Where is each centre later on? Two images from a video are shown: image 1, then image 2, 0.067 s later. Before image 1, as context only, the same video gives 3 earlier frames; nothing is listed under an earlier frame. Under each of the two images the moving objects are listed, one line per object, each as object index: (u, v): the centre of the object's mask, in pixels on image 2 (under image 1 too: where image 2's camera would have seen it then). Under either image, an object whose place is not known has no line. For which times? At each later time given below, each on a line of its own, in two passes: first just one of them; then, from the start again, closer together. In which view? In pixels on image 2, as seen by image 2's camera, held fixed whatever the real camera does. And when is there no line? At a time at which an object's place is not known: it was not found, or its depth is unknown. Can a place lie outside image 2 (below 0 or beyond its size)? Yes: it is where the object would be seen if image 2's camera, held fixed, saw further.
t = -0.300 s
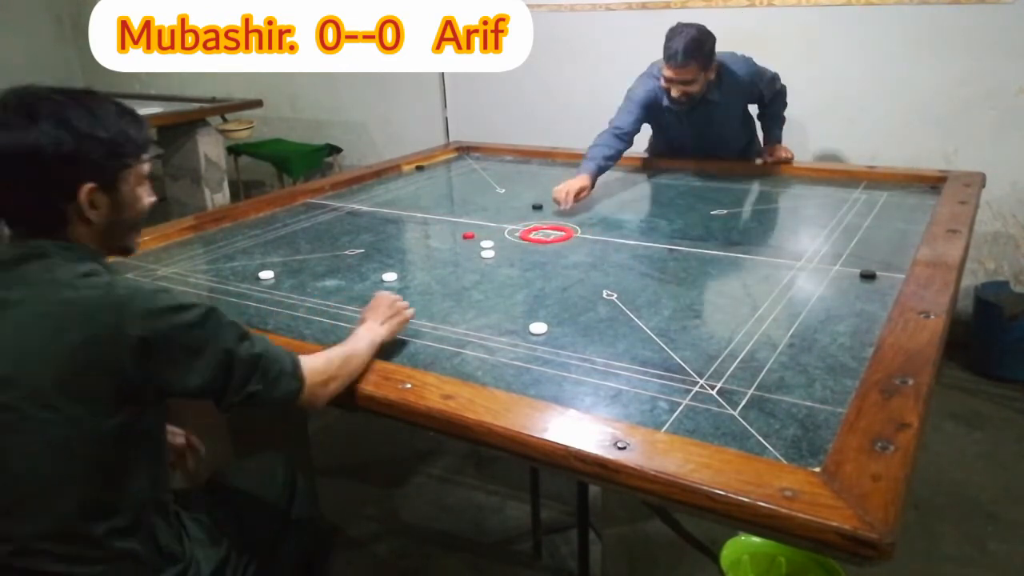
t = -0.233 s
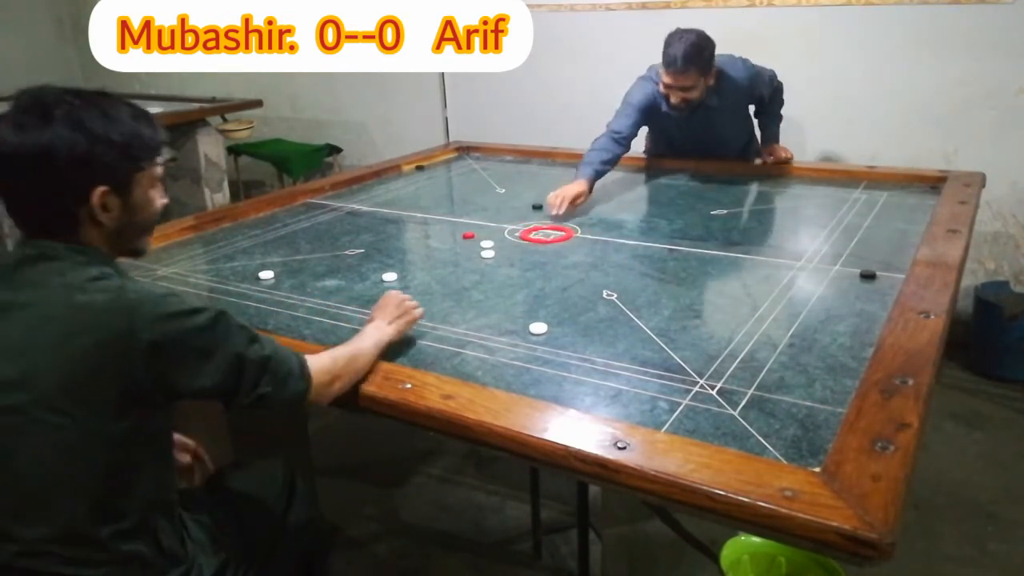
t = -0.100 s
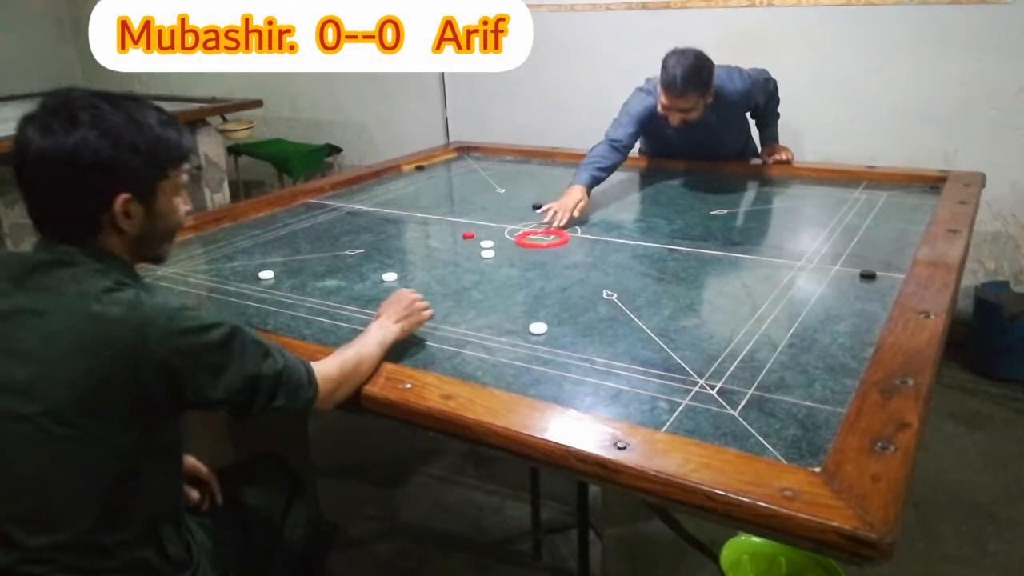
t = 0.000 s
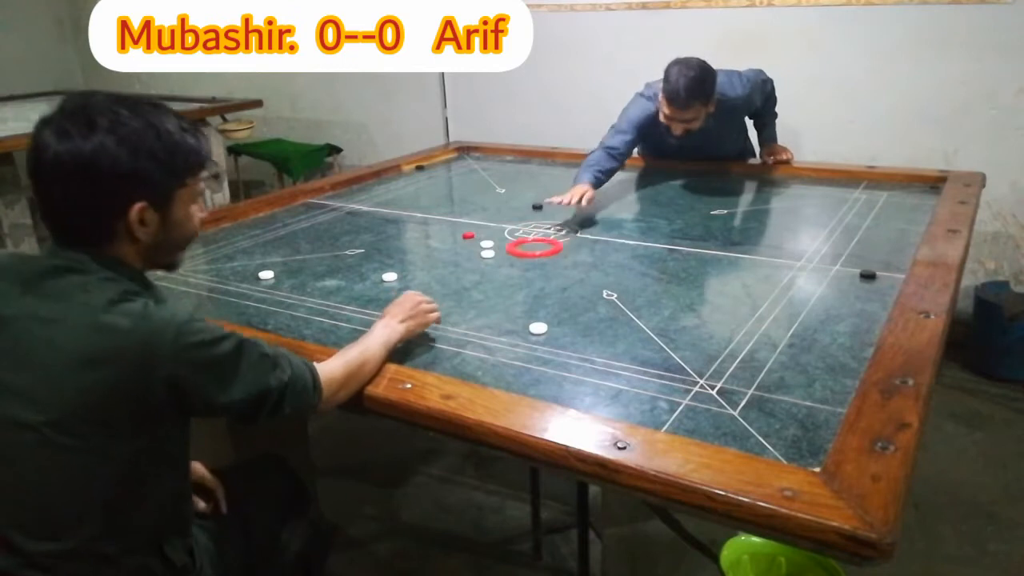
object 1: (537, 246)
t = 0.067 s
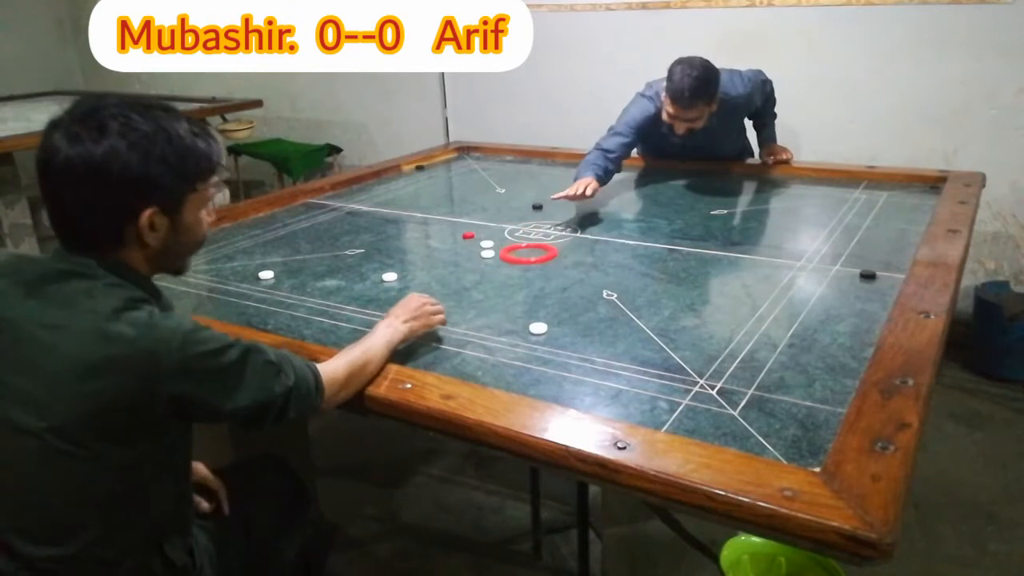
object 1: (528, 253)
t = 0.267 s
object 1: (511, 272)
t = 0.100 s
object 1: (526, 256)
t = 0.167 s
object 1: (520, 262)
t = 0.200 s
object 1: (517, 265)
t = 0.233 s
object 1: (514, 269)
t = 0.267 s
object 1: (511, 272)
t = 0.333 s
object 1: (504, 279)
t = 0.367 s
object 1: (501, 283)
